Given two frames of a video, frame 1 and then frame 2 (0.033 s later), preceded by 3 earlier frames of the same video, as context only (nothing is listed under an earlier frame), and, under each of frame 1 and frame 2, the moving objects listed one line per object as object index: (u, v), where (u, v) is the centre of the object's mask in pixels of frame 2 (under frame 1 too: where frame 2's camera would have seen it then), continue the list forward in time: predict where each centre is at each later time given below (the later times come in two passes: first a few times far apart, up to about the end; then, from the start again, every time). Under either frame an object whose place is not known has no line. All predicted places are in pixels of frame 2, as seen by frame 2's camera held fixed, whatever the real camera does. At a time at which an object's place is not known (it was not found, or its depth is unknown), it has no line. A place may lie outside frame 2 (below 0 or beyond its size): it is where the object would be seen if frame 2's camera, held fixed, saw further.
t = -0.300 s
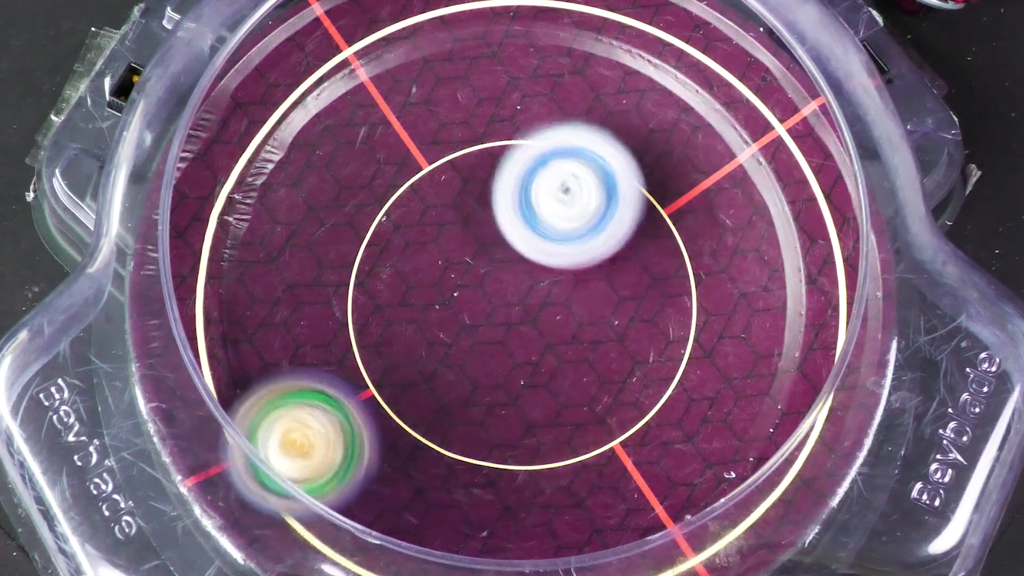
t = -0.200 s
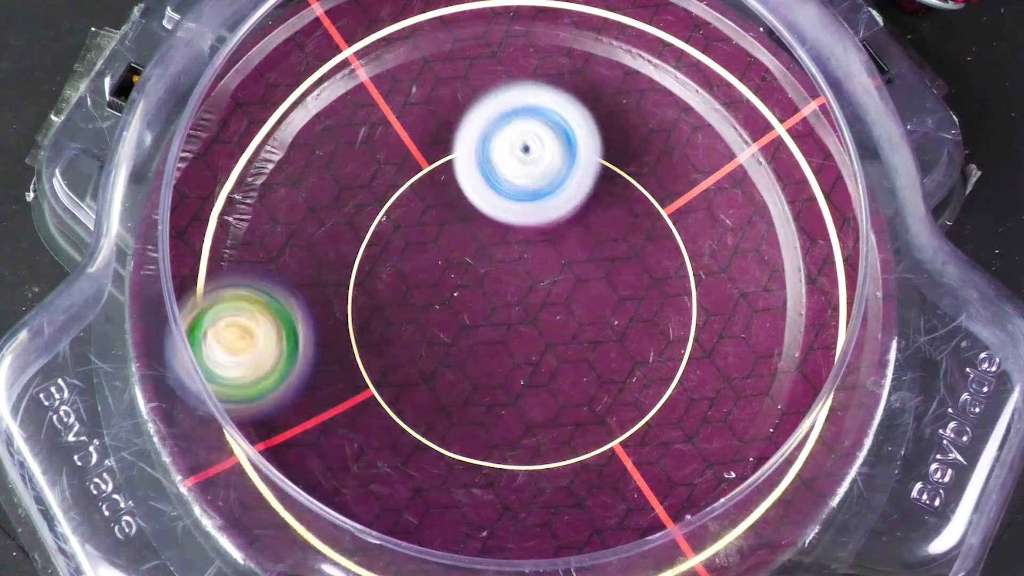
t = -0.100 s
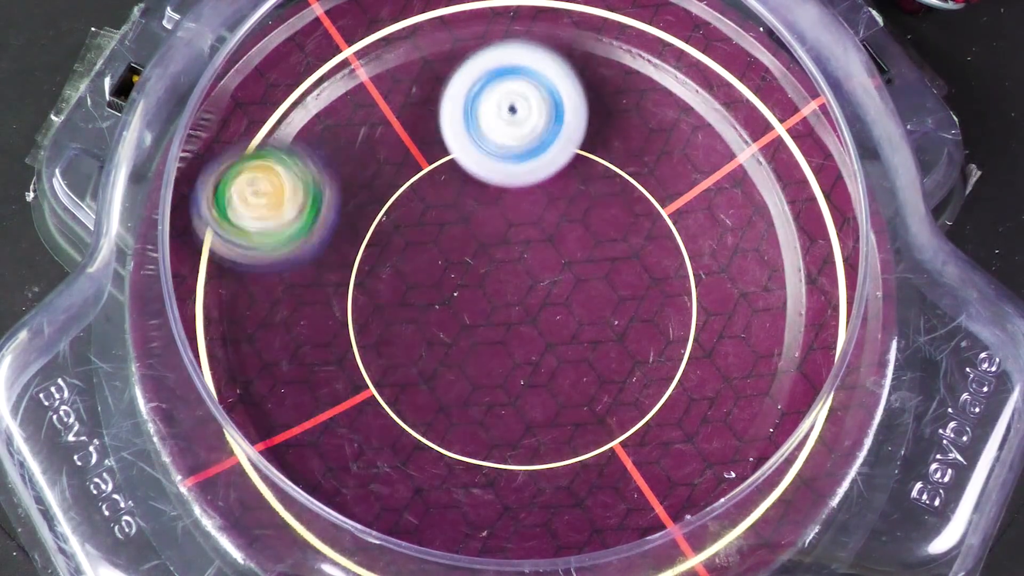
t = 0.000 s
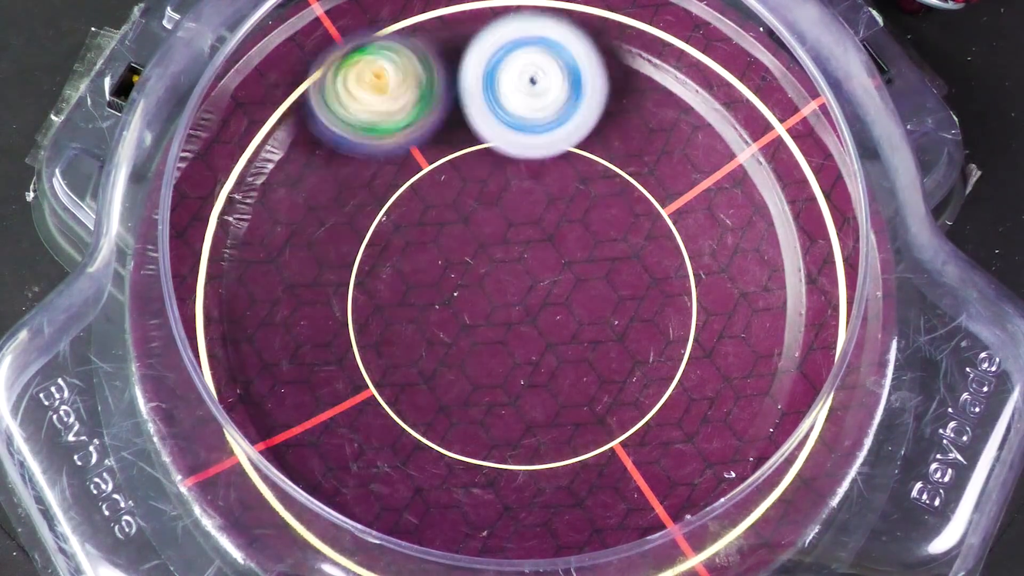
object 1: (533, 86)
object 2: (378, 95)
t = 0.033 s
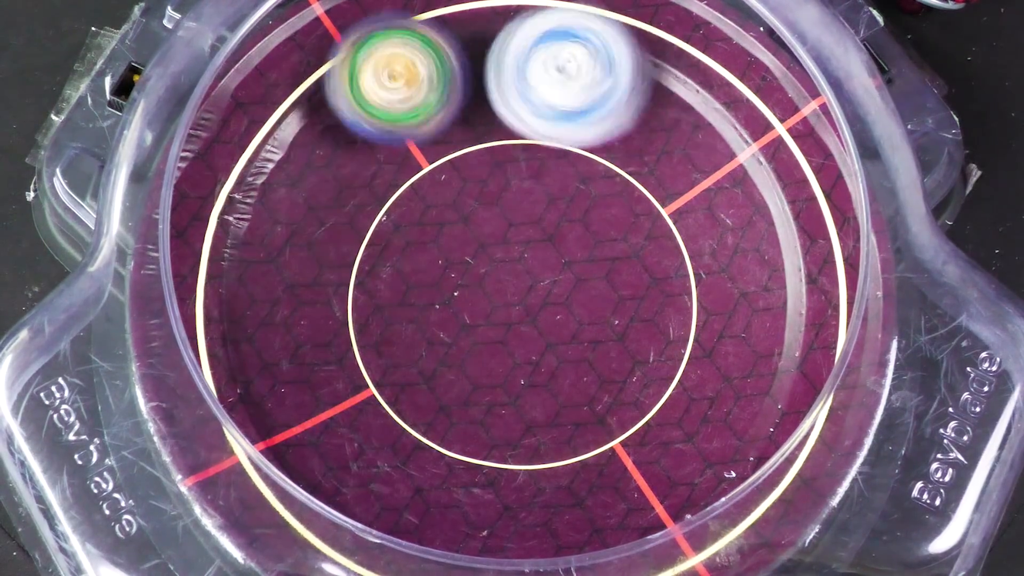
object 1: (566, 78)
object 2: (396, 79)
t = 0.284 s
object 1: (738, 226)
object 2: (403, 161)
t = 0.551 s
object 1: (544, 378)
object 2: (467, 256)
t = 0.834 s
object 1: (358, 376)
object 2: (469, 253)
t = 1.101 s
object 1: (332, 228)
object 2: (536, 259)
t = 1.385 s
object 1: (485, 175)
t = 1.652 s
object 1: (552, 297)
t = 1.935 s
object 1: (249, 231)
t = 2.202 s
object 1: (325, 202)
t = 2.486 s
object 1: (418, 320)
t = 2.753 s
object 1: (454, 416)
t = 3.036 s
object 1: (489, 387)
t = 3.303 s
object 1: (608, 322)
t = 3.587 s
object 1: (667, 319)
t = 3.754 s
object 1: (608, 293)
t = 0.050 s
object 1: (594, 73)
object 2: (385, 80)
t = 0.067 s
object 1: (623, 70)
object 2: (377, 80)
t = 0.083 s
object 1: (649, 68)
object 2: (371, 85)
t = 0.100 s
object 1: (670, 70)
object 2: (366, 87)
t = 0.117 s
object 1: (690, 73)
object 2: (364, 94)
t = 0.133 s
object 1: (706, 81)
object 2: (364, 99)
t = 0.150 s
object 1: (717, 94)
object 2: (365, 106)
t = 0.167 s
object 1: (726, 109)
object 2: (368, 112)
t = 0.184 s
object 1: (733, 125)
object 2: (371, 120)
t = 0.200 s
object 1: (736, 144)
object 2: (375, 125)
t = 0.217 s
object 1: (739, 162)
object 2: (379, 133)
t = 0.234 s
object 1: (742, 178)
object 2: (385, 139)
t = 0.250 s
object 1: (741, 195)
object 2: (390, 145)
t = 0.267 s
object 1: (739, 211)
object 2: (397, 154)
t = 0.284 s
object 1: (738, 226)
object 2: (403, 161)
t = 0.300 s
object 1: (731, 243)
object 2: (411, 168)
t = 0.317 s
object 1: (725, 258)
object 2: (416, 175)
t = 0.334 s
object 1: (717, 272)
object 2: (424, 183)
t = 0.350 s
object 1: (706, 286)
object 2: (430, 190)
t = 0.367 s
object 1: (696, 299)
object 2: (436, 198)
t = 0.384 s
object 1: (685, 311)
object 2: (441, 204)
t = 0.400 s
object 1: (670, 323)
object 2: (447, 212)
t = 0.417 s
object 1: (657, 332)
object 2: (453, 218)
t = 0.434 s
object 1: (643, 341)
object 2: (457, 226)
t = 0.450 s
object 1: (627, 348)
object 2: (461, 230)
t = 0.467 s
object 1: (612, 355)
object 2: (464, 238)
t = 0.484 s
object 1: (597, 360)
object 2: (468, 243)
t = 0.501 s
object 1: (582, 364)
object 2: (470, 250)
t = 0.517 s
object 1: (566, 368)
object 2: (473, 253)
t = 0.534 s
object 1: (554, 373)
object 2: (471, 256)
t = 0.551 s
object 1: (544, 378)
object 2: (467, 256)
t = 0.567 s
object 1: (534, 383)
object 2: (461, 256)
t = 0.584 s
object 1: (522, 388)
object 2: (459, 256)
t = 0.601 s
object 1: (511, 390)
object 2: (455, 256)
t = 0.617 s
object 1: (500, 393)
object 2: (453, 257)
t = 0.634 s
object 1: (488, 396)
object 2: (450, 255)
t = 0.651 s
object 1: (478, 399)
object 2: (448, 254)
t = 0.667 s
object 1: (467, 401)
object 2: (447, 251)
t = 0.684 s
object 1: (456, 402)
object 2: (446, 252)
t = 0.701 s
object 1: (446, 401)
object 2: (447, 251)
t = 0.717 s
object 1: (434, 399)
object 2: (447, 251)
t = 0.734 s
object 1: (423, 397)
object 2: (450, 253)
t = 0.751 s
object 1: (412, 394)
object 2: (451, 255)
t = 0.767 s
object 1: (400, 390)
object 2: (454, 258)
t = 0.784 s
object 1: (390, 385)
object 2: (457, 258)
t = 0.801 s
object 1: (379, 381)
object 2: (459, 260)
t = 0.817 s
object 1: (367, 379)
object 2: (463, 256)
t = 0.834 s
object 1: (358, 376)
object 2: (469, 253)
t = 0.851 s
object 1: (347, 371)
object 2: (474, 251)
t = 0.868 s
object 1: (339, 365)
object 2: (478, 249)
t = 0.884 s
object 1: (330, 360)
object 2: (483, 248)
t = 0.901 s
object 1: (323, 352)
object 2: (487, 248)
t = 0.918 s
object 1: (318, 343)
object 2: (492, 248)
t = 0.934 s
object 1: (312, 334)
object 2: (497, 249)
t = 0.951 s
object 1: (308, 324)
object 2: (500, 250)
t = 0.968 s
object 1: (304, 315)
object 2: (505, 251)
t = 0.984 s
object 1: (302, 304)
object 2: (509, 252)
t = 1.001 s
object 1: (303, 292)
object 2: (514, 253)
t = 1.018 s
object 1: (302, 280)
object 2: (517, 254)
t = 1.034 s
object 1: (305, 269)
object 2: (522, 255)
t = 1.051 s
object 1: (309, 259)
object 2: (525, 256)
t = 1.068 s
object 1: (316, 247)
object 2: (529, 257)
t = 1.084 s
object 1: (324, 238)
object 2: (533, 258)
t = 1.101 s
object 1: (332, 228)
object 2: (536, 259)
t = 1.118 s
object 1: (342, 219)
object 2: (540, 260)
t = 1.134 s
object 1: (352, 213)
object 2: (543, 261)
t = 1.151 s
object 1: (365, 205)
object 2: (547, 263)
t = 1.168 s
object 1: (379, 200)
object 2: (550, 263)
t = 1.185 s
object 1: (392, 196)
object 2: (553, 265)
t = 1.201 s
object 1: (406, 192)
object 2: (556, 265)
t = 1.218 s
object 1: (420, 191)
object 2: (559, 266)
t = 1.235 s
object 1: (435, 189)
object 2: (562, 267)
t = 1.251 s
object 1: (445, 187)
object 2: (574, 271)
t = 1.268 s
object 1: (445, 181)
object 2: (600, 282)
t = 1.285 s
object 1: (445, 176)
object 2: (625, 290)
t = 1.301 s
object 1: (448, 172)
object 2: (650, 299)
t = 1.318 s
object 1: (451, 171)
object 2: (671, 307)
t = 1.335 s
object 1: (457, 170)
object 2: (690, 314)
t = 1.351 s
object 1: (465, 171)
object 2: (709, 322)
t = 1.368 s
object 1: (474, 172)
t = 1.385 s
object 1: (485, 175)
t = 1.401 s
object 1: (495, 177)
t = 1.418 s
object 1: (506, 181)
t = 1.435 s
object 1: (515, 187)
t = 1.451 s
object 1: (526, 193)
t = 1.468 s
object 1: (536, 200)
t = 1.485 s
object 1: (546, 208)
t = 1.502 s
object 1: (555, 217)
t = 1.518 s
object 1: (563, 224)
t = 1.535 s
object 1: (571, 232)
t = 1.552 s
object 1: (576, 242)
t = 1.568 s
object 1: (582, 253)
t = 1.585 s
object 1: (586, 264)
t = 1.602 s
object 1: (590, 274)
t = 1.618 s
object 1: (593, 285)
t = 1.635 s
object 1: (584, 295)
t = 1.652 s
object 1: (552, 297)
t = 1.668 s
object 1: (513, 297)
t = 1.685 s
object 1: (478, 297)
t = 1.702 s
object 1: (445, 296)
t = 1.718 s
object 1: (415, 295)
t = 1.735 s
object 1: (386, 292)
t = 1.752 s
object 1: (360, 289)
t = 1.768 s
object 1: (337, 283)
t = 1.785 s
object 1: (316, 280)
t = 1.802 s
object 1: (302, 274)
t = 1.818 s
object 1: (286, 269)
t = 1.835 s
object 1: (278, 264)
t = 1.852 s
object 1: (268, 258)
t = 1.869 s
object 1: (263, 254)
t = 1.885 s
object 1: (256, 246)
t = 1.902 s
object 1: (254, 242)
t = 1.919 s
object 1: (250, 235)
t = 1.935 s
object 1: (249, 231)
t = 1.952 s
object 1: (247, 224)
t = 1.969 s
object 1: (247, 221)
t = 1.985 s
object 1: (250, 215)
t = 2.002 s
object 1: (253, 213)
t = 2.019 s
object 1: (258, 208)
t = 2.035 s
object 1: (262, 206)
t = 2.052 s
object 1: (270, 203)
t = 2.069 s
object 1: (274, 202)
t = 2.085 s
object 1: (282, 201)
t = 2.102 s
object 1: (287, 199)
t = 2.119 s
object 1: (295, 199)
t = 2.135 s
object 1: (300, 198)
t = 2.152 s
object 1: (307, 199)
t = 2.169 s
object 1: (313, 198)
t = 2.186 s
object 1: (319, 201)
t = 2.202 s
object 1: (325, 202)
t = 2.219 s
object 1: (330, 206)
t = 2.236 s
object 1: (337, 209)
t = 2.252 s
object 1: (342, 214)
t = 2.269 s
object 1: (350, 219)
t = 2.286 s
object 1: (355, 225)
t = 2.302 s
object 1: (363, 233)
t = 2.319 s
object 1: (368, 239)
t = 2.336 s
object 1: (375, 248)
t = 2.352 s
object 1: (380, 255)
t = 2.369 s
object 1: (385, 265)
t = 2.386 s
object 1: (391, 272)
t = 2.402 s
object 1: (395, 282)
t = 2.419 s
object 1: (401, 289)
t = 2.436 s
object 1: (405, 297)
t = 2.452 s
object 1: (410, 305)
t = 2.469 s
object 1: (413, 312)
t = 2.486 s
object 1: (418, 320)
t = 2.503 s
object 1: (420, 327)
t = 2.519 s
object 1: (424, 336)
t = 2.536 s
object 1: (427, 341)
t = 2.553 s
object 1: (430, 349)
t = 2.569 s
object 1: (433, 356)
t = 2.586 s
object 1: (434, 363)
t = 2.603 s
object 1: (437, 368)
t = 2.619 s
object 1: (438, 375)
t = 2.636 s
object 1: (442, 381)
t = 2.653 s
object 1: (443, 386)
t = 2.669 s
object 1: (446, 392)
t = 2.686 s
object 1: (447, 397)
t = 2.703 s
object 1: (449, 403)
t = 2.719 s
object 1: (451, 407)
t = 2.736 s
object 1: (452, 413)
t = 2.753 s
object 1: (454, 416)
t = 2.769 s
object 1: (454, 421)
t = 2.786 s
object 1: (456, 424)
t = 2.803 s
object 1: (456, 427)
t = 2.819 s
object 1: (458, 430)
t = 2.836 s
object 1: (457, 431)
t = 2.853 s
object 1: (458, 432)
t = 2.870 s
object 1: (457, 431)
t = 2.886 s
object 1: (456, 430)
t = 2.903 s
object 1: (458, 426)
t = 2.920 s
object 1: (460, 423)
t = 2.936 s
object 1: (463, 419)
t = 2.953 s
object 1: (465, 414)
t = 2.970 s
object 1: (469, 410)
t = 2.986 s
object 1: (473, 404)
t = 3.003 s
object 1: (477, 400)
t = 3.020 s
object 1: (484, 393)
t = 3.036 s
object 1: (489, 387)
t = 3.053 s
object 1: (498, 381)
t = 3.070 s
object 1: (504, 374)
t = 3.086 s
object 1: (513, 370)
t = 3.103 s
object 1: (520, 364)
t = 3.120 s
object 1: (528, 360)
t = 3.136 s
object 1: (536, 355)
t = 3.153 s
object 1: (543, 351)
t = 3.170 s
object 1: (552, 346)
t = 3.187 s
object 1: (559, 342)
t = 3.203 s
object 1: (568, 339)
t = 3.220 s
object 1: (575, 335)
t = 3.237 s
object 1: (582, 333)
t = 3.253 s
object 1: (589, 330)
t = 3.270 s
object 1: (595, 327)
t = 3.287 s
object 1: (602, 324)
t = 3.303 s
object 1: (608, 322)
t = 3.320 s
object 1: (616, 319)
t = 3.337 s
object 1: (621, 317)
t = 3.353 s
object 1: (627, 317)
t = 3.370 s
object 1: (633, 315)
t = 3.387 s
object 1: (637, 315)
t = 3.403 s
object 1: (644, 313)
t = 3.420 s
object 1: (648, 312)
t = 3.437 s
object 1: (654, 312)
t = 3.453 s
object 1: (657, 312)
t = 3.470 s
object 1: (661, 313)
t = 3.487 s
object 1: (665, 313)
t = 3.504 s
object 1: (667, 315)
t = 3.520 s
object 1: (670, 315)
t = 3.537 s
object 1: (670, 316)
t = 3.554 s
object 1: (672, 317)
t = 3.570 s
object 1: (670, 317)
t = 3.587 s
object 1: (667, 319)
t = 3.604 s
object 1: (663, 318)
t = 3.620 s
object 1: (658, 318)
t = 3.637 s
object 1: (655, 316)
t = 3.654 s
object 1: (649, 315)
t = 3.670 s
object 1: (645, 314)
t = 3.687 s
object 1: (637, 311)
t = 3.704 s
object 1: (630, 309)
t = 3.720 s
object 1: (623, 304)
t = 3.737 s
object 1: (614, 299)
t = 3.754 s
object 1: (608, 293)
